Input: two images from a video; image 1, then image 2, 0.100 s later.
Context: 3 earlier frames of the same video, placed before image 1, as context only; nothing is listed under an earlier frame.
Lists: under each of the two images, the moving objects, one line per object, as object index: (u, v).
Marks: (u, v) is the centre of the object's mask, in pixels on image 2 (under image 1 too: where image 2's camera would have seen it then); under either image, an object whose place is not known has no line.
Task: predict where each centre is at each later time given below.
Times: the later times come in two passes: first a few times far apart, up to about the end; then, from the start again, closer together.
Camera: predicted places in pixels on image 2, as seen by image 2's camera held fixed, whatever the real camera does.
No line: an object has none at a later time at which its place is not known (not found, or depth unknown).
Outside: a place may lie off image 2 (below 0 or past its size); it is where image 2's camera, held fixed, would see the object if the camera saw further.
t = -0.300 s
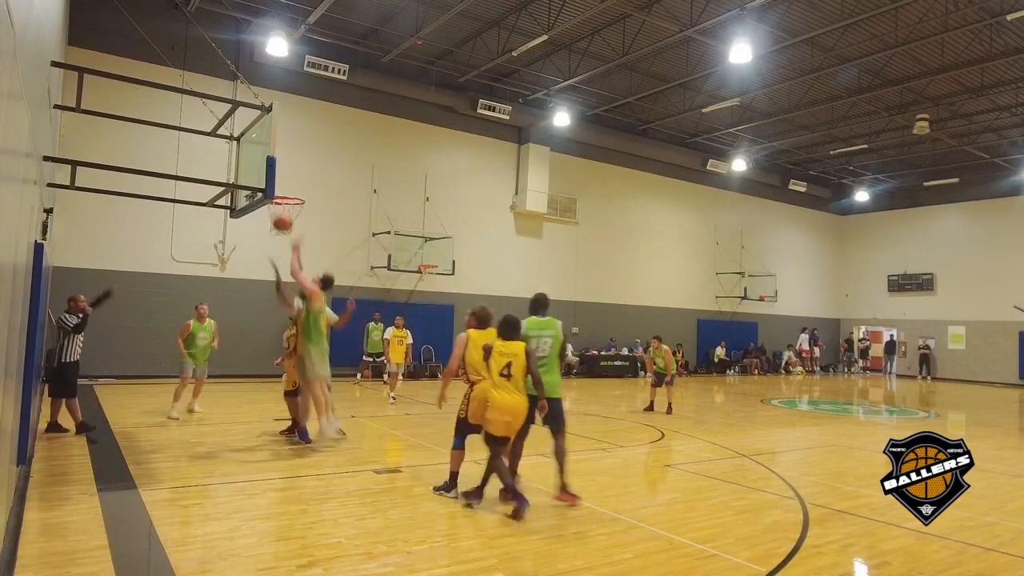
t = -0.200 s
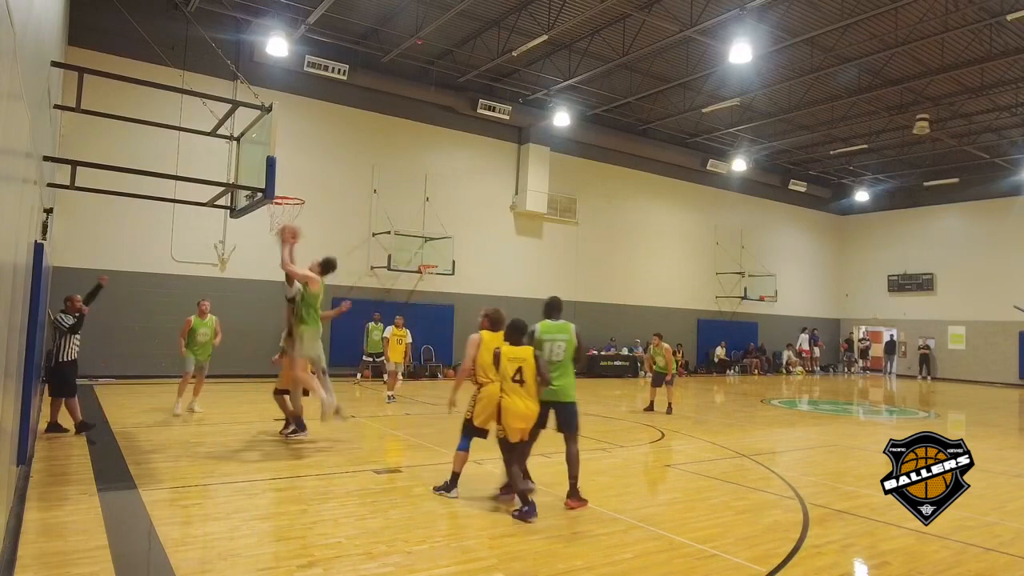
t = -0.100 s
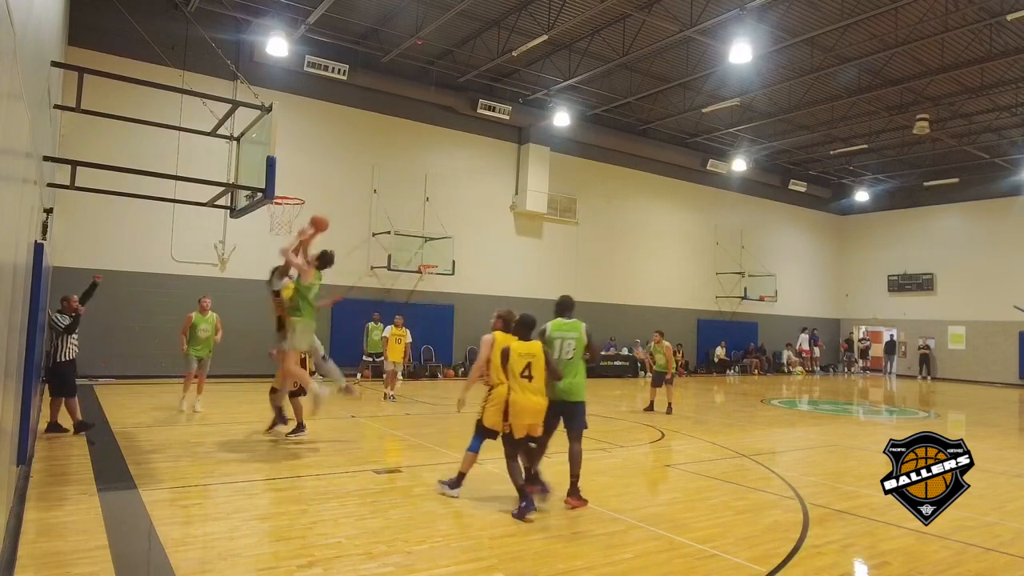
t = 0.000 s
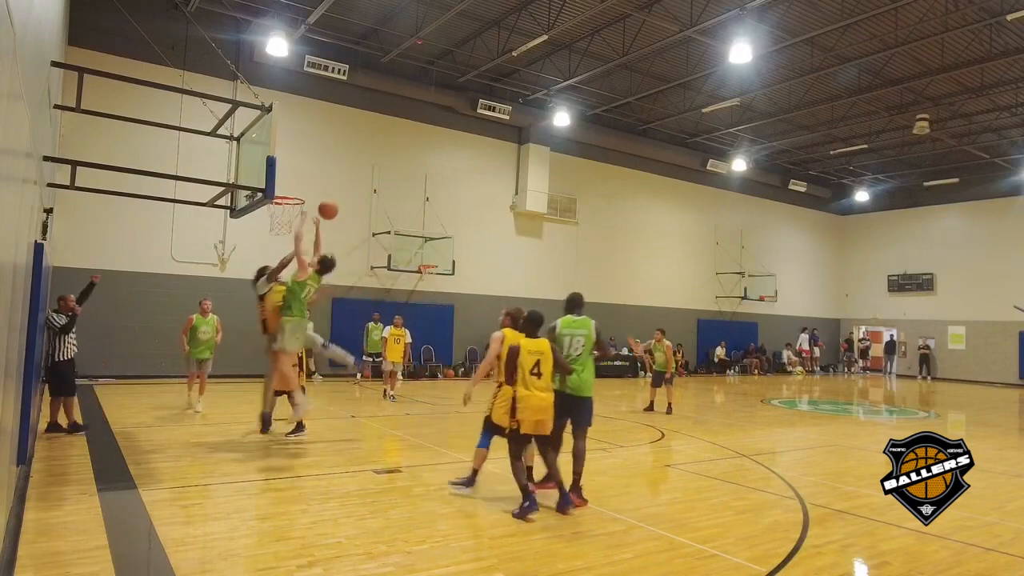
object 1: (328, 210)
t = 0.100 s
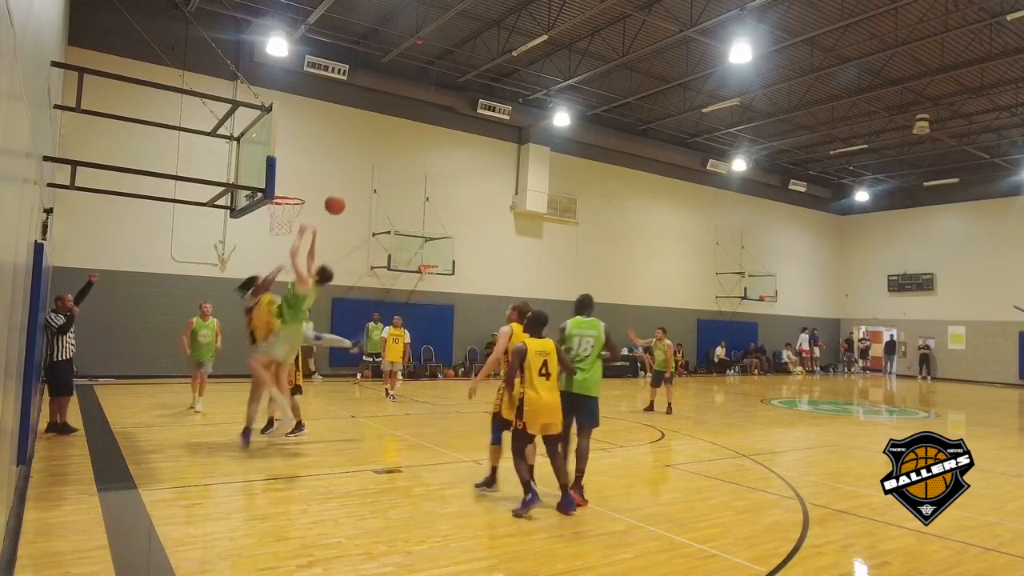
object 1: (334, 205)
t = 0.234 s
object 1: (343, 211)
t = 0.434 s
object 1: (358, 251)
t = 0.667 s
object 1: (373, 356)
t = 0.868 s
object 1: (390, 469)
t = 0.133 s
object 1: (336, 205)
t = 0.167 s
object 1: (339, 206)
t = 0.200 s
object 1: (341, 207)
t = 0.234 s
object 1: (343, 211)
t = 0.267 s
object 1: (346, 214)
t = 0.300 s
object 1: (348, 219)
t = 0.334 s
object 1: (350, 225)
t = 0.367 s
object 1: (352, 233)
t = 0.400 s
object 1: (355, 241)
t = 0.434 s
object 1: (358, 251)
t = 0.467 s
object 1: (360, 261)
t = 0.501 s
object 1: (362, 274)
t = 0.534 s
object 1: (364, 291)
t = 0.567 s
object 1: (367, 304)
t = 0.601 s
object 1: (368, 318)
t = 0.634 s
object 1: (370, 336)
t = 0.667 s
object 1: (373, 356)
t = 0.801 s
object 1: (382, 455)
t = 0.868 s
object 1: (390, 469)
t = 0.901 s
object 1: (397, 450)
